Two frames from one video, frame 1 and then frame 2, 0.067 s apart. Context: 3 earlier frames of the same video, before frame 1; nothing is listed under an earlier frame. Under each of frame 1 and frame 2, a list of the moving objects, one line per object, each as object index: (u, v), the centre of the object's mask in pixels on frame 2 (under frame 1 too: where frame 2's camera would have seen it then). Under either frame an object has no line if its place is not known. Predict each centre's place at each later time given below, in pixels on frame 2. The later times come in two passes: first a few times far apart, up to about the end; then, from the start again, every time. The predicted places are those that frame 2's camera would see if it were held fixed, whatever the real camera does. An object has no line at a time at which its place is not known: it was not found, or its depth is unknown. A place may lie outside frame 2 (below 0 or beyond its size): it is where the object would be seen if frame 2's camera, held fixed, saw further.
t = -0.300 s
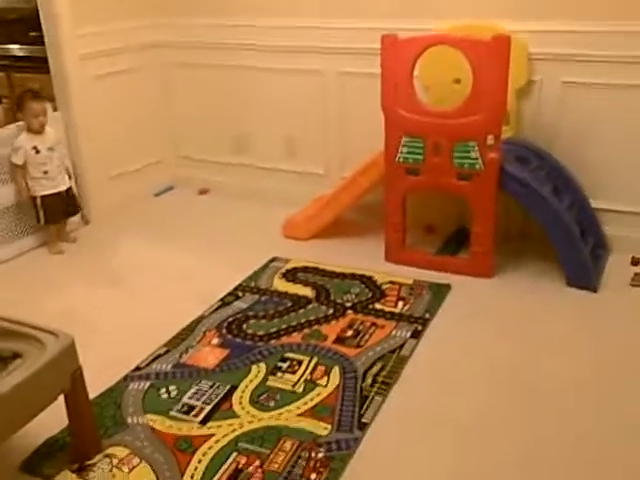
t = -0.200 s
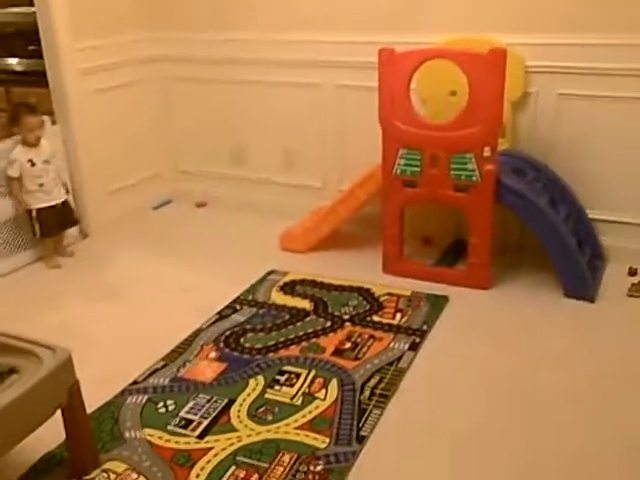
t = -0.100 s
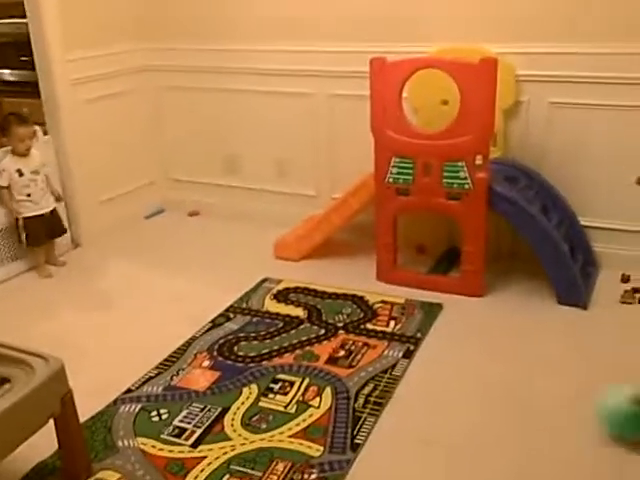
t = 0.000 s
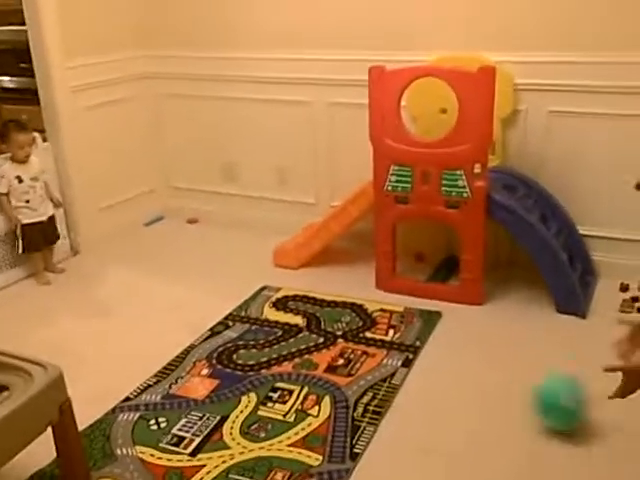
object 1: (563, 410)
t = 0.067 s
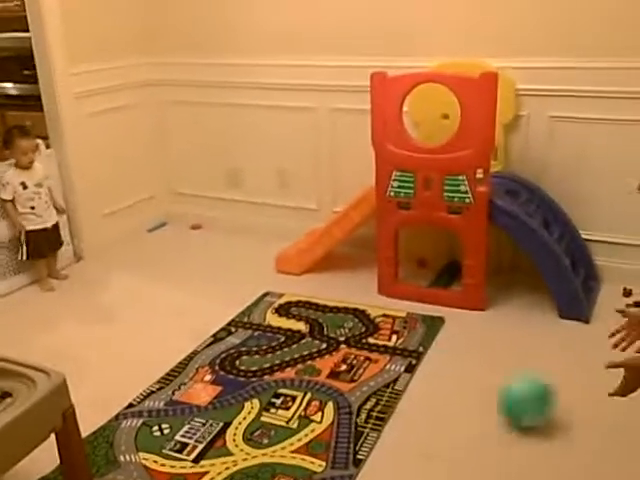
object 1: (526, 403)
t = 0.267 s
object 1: (425, 377)
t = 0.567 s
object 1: (303, 348)
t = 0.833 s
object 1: (216, 328)
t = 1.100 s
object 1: (135, 316)
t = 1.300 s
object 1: (85, 309)
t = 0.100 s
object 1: (509, 396)
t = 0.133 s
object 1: (491, 393)
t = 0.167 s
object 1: (474, 391)
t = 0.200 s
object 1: (458, 385)
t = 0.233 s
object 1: (443, 381)
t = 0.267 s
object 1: (425, 377)
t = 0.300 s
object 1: (411, 371)
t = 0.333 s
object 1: (396, 367)
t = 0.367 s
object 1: (383, 366)
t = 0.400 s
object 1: (369, 362)
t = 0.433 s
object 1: (355, 358)
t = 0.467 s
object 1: (342, 356)
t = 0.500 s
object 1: (330, 353)
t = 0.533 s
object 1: (316, 352)
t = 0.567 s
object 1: (303, 348)
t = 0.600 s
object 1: (293, 345)
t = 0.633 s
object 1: (280, 342)
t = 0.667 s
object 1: (268, 340)
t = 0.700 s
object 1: (258, 339)
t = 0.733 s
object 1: (246, 335)
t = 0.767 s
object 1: (236, 333)
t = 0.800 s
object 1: (226, 331)
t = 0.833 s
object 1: (216, 328)
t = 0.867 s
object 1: (205, 326)
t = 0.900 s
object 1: (196, 327)
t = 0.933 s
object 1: (186, 326)
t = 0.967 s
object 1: (175, 324)
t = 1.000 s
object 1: (165, 321)
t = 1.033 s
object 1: (155, 320)
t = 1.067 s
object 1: (145, 317)
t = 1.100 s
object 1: (135, 316)
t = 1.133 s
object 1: (127, 317)
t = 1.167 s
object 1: (118, 313)
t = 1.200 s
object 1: (110, 312)
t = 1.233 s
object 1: (101, 311)
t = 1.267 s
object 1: (94, 310)
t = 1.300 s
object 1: (85, 309)
